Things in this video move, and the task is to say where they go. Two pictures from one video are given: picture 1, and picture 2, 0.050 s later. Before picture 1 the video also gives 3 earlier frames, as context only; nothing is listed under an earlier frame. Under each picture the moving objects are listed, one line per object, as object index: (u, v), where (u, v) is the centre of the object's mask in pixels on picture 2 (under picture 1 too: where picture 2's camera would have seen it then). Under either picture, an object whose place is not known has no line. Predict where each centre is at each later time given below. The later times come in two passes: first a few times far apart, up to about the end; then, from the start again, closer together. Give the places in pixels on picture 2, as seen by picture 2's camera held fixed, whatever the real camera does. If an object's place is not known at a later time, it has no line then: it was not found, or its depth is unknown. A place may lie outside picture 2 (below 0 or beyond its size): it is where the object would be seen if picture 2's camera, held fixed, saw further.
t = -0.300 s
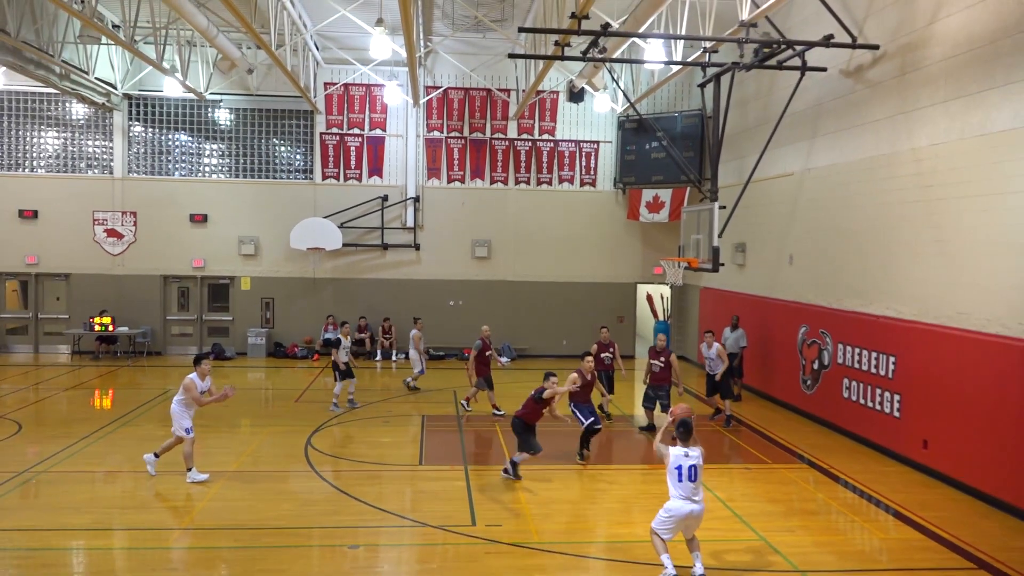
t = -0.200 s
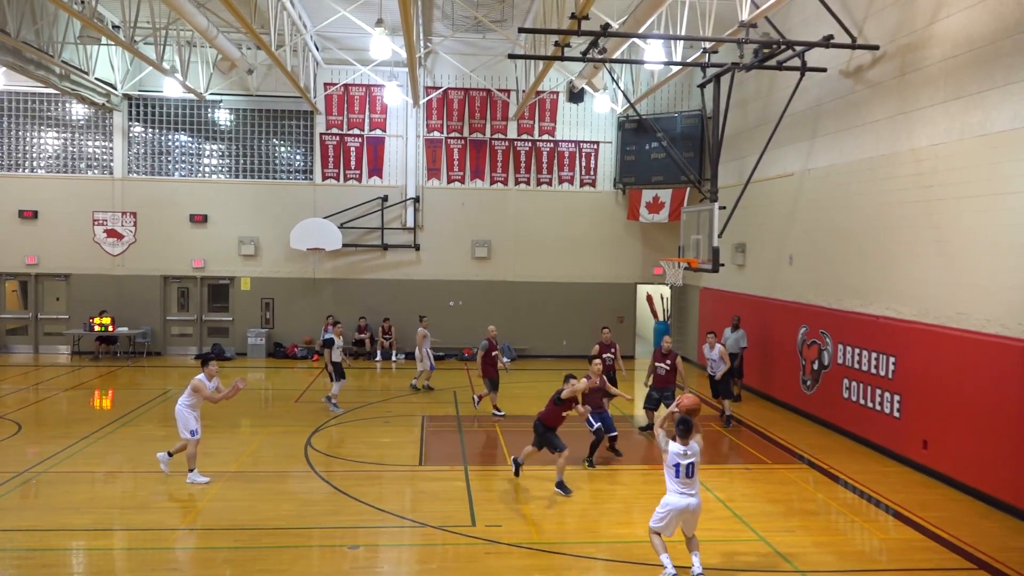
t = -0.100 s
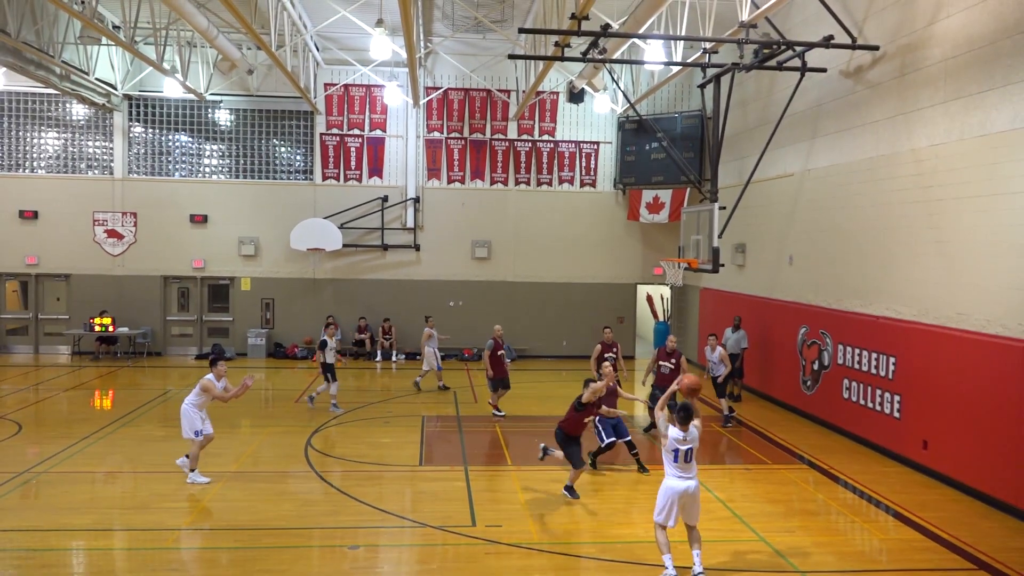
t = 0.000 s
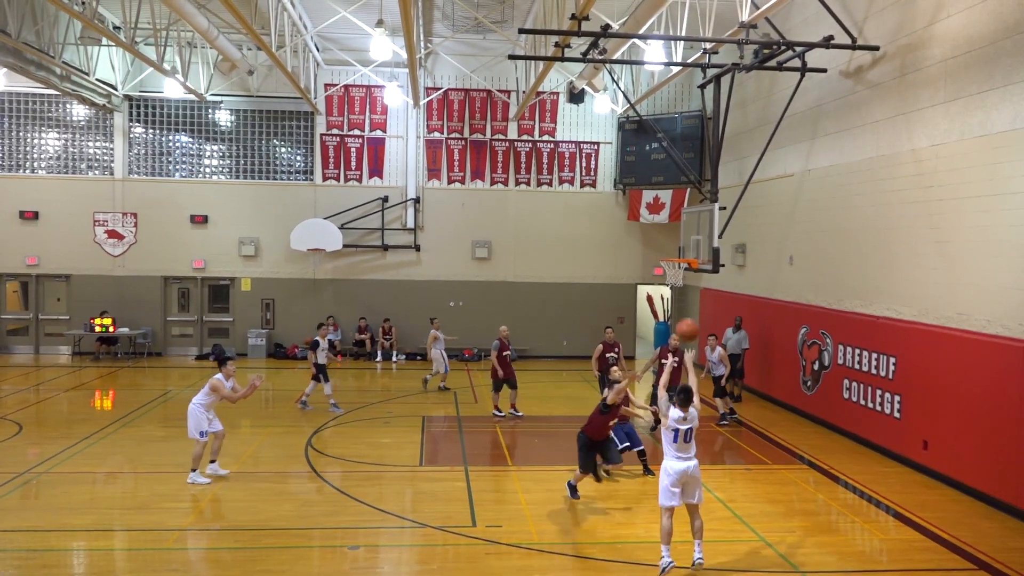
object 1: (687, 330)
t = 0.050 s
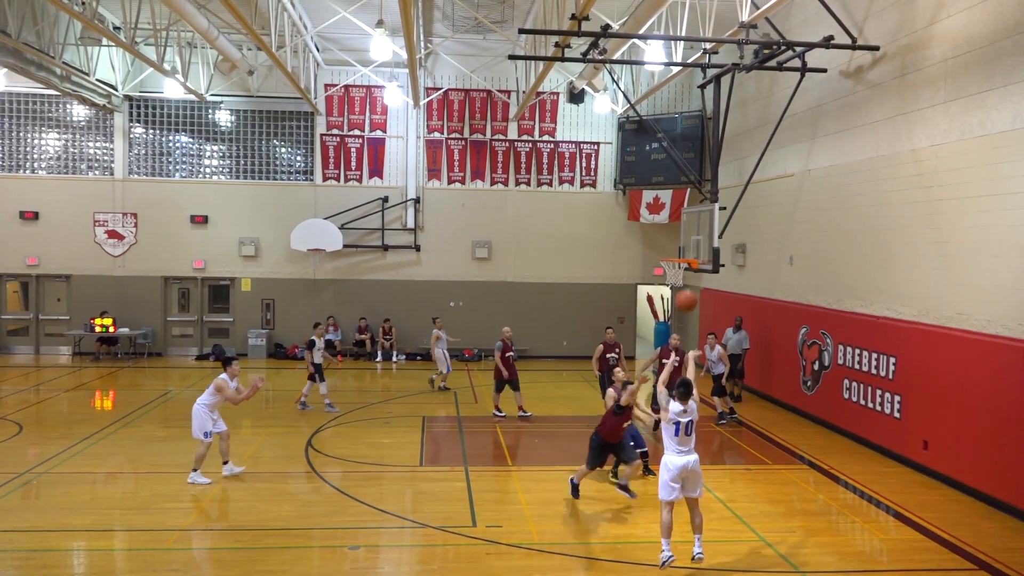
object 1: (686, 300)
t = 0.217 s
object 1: (681, 226)
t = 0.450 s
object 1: (674, 176)
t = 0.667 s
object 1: (669, 172)
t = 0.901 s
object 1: (662, 200)
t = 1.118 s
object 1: (658, 250)
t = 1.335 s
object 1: (622, 253)
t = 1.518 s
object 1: (590, 270)
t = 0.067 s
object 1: (685, 292)
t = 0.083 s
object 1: (685, 283)
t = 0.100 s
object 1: (684, 274)
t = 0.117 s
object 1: (683, 267)
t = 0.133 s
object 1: (683, 258)
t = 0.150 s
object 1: (683, 252)
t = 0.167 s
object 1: (683, 245)
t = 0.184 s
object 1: (682, 238)
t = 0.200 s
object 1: (682, 232)
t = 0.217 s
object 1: (681, 226)
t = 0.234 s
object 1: (681, 221)
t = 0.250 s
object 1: (680, 216)
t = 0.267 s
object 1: (680, 211)
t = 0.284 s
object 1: (680, 206)
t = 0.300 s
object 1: (679, 202)
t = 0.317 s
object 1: (679, 198)
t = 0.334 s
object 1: (678, 194)
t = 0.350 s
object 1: (677, 191)
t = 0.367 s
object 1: (677, 188)
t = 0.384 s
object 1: (676, 185)
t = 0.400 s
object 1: (676, 182)
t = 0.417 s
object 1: (676, 180)
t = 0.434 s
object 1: (675, 178)
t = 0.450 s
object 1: (674, 176)
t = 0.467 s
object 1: (674, 175)
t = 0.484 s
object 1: (673, 173)
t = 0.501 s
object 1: (673, 172)
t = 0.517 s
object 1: (672, 172)
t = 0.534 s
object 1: (672, 171)
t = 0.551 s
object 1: (672, 171)
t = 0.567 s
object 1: (671, 169)
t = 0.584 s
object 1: (671, 170)
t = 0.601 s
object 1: (670, 170)
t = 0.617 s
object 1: (670, 170)
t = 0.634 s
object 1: (669, 171)
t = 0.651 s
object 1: (669, 171)
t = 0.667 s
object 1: (669, 172)
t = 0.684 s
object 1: (668, 172)
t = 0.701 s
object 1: (668, 173)
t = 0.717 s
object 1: (667, 175)
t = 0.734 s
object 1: (667, 176)
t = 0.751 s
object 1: (666, 178)
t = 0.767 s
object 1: (666, 180)
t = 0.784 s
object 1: (665, 181)
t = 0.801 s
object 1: (665, 184)
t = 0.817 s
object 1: (664, 186)
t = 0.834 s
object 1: (664, 189)
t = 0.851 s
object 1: (663, 191)
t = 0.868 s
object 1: (663, 194)
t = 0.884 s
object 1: (663, 197)
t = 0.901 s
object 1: (662, 200)
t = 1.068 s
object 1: (659, 237)
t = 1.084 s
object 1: (659, 242)
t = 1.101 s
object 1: (658, 246)
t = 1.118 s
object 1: (658, 250)
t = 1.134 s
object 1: (657, 255)
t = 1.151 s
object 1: (654, 255)
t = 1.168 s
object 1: (651, 254)
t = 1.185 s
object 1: (649, 253)
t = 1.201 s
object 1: (646, 252)
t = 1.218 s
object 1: (643, 252)
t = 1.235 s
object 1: (640, 252)
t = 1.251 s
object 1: (636, 252)
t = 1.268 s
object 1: (634, 252)
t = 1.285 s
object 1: (631, 252)
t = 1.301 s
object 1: (628, 252)
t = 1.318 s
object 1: (625, 253)
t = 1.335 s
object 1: (622, 253)
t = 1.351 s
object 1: (619, 254)
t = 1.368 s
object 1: (616, 255)
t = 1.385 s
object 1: (613, 256)
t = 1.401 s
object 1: (610, 257)
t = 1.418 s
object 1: (607, 259)
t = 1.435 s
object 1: (604, 260)
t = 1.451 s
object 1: (601, 262)
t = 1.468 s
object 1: (598, 264)
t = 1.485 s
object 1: (595, 266)
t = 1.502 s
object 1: (592, 268)
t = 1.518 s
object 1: (590, 270)
